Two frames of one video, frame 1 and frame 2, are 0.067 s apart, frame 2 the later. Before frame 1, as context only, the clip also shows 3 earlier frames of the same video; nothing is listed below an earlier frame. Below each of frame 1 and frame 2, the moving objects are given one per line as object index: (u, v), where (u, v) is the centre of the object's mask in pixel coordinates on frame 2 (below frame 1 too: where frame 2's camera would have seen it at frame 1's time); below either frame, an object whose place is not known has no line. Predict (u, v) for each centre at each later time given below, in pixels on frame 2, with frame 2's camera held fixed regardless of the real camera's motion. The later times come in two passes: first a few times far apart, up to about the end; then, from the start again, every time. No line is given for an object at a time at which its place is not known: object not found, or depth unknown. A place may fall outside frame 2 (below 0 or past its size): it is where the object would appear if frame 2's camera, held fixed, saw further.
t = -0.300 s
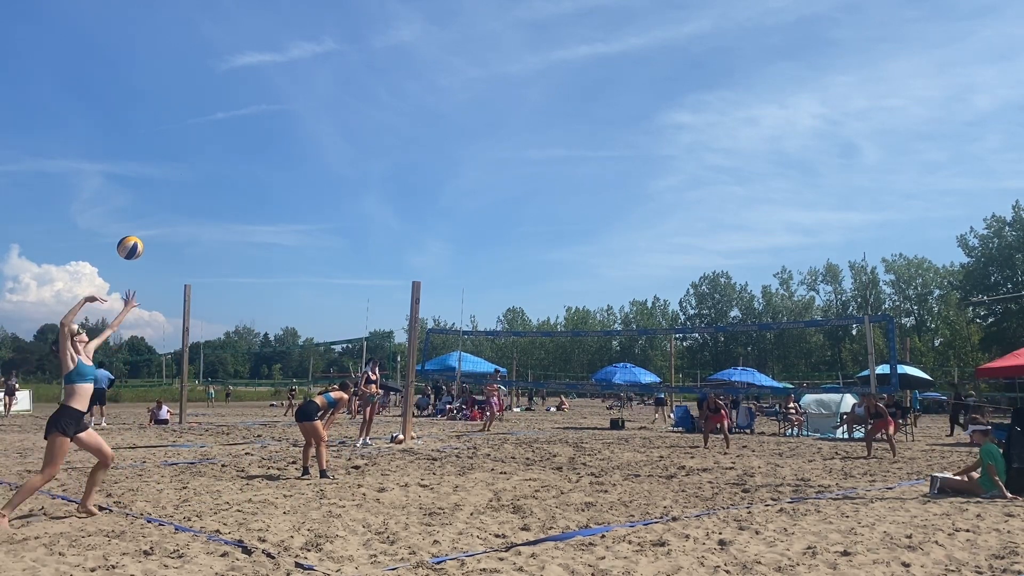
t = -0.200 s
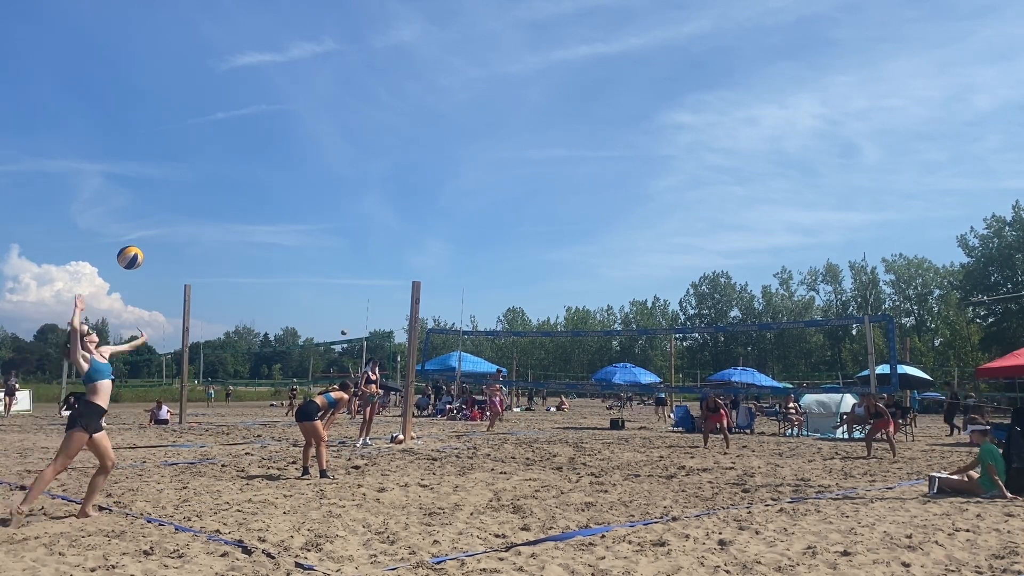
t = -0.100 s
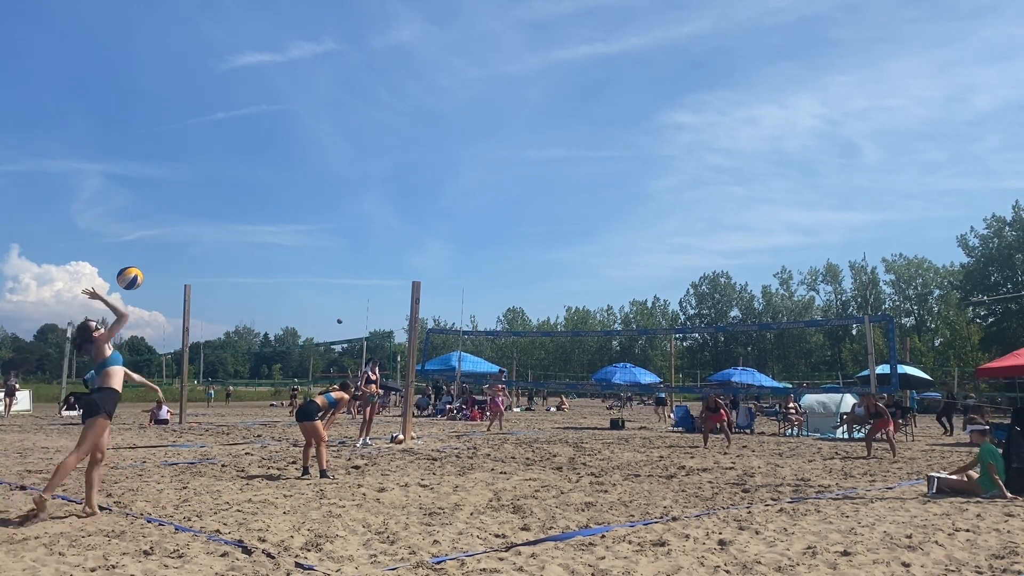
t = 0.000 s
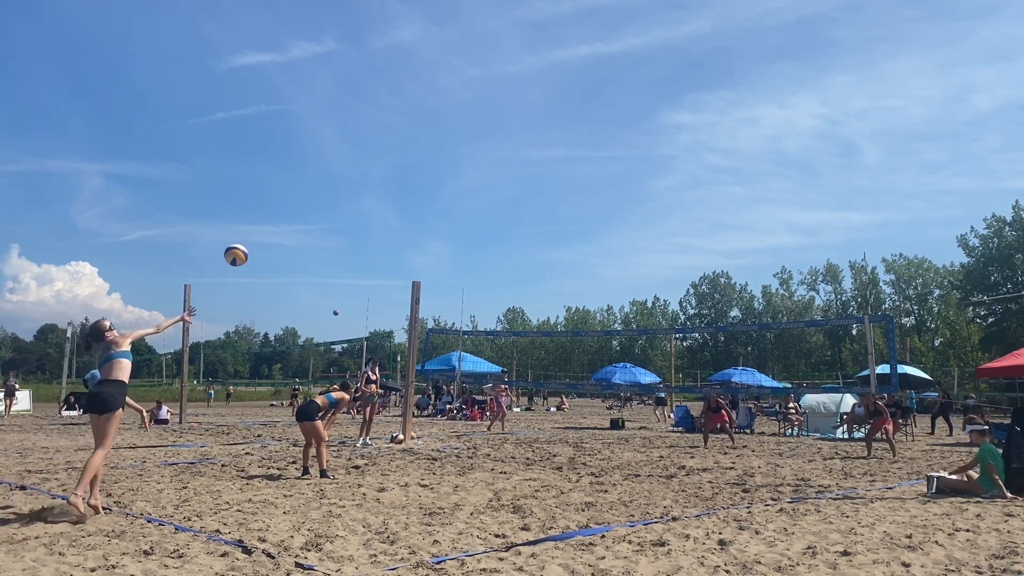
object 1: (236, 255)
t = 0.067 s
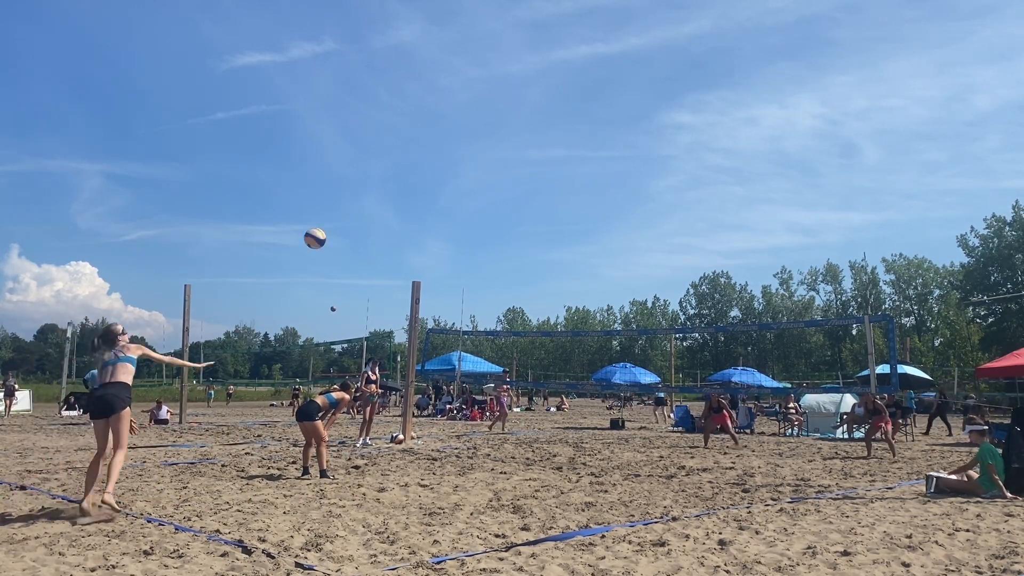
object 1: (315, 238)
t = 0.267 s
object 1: (500, 222)
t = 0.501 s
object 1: (655, 242)
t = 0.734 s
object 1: (773, 289)
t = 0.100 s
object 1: (351, 232)
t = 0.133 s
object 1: (384, 227)
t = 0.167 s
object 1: (415, 225)
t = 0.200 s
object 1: (445, 223)
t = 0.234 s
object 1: (473, 222)
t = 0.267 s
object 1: (500, 222)
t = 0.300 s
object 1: (525, 223)
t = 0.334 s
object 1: (549, 225)
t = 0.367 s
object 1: (572, 227)
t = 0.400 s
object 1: (594, 230)
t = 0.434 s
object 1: (615, 234)
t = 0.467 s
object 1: (635, 238)
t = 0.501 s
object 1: (655, 242)
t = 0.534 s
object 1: (674, 248)
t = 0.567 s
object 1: (692, 253)
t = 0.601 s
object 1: (709, 260)
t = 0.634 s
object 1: (726, 266)
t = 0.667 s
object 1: (742, 274)
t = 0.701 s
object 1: (758, 281)
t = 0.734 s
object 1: (773, 289)
